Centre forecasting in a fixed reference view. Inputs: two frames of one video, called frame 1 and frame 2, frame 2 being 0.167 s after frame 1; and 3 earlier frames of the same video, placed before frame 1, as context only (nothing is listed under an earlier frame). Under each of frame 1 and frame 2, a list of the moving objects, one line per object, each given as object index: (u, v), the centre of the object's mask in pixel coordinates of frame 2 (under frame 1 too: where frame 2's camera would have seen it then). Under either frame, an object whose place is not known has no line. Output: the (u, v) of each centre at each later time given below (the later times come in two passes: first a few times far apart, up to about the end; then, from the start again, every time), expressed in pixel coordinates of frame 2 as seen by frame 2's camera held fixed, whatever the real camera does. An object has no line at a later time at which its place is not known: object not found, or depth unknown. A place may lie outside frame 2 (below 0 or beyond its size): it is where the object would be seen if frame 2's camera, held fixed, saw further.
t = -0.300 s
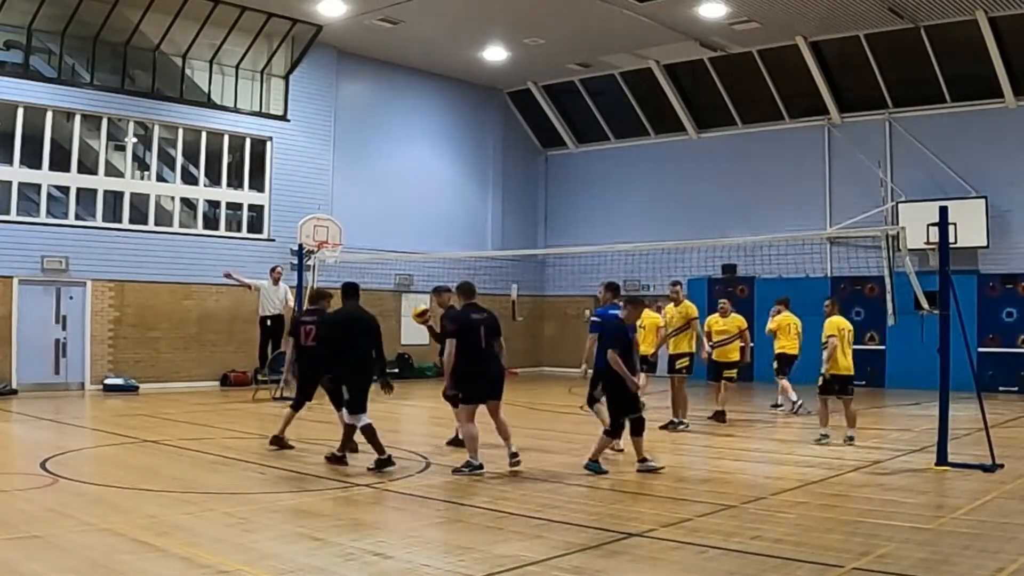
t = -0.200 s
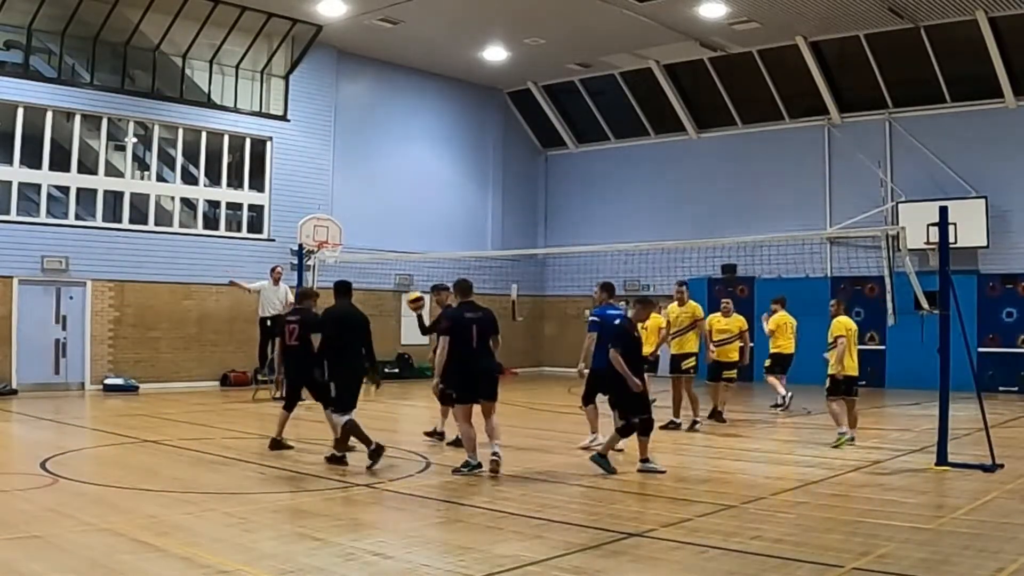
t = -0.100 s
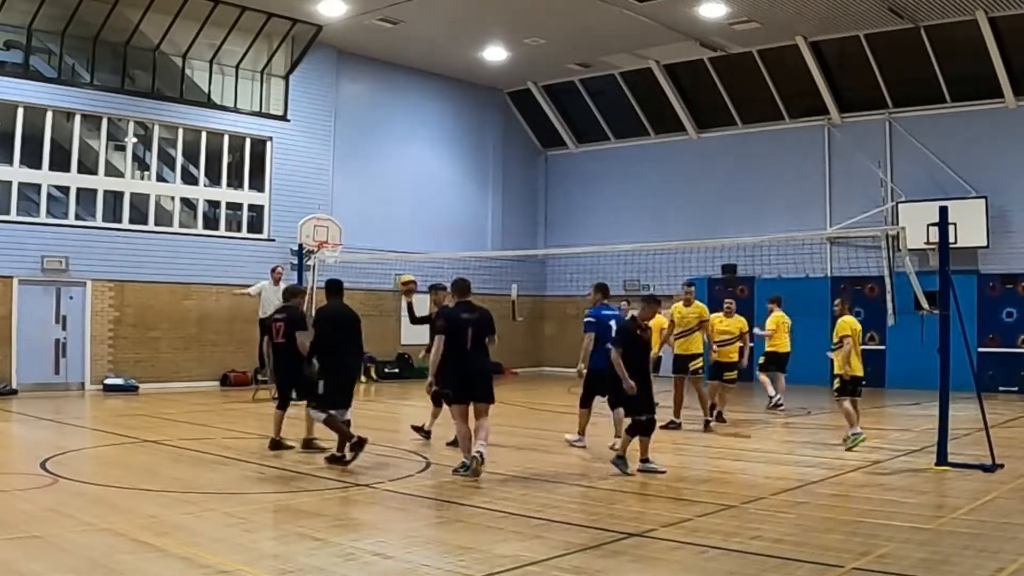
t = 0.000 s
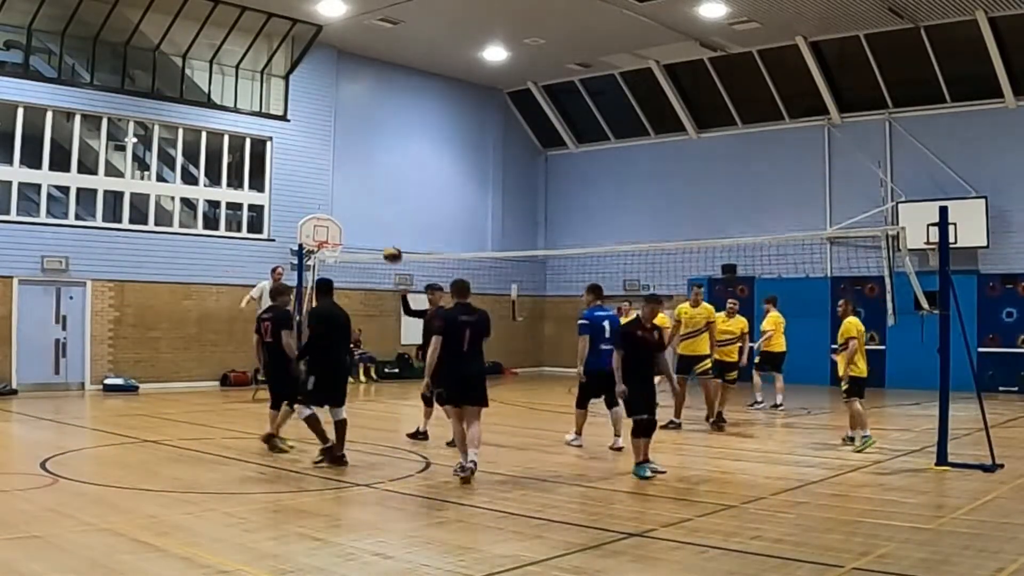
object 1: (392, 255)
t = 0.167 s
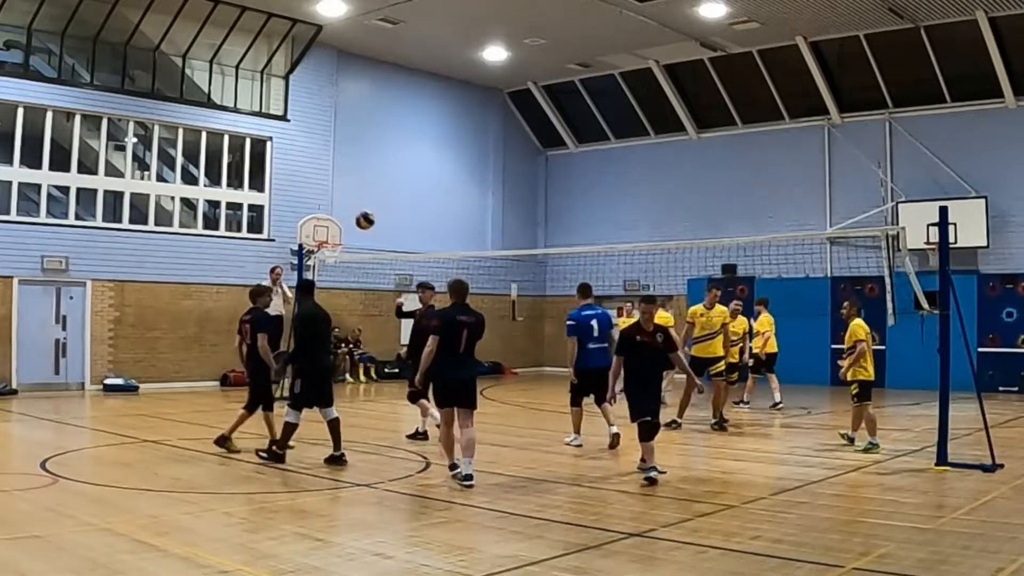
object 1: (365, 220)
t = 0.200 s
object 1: (358, 216)
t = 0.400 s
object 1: (321, 211)
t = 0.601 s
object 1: (279, 243)
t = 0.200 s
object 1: (358, 216)
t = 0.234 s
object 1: (352, 213)
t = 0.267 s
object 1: (346, 210)
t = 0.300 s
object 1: (340, 209)
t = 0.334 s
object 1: (334, 209)
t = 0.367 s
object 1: (327, 210)
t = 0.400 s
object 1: (321, 211)
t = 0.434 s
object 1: (314, 213)
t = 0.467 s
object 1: (307, 216)
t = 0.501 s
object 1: (300, 222)
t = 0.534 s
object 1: (293, 228)
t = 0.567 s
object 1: (286, 235)
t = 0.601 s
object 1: (279, 243)
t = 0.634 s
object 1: (271, 254)
